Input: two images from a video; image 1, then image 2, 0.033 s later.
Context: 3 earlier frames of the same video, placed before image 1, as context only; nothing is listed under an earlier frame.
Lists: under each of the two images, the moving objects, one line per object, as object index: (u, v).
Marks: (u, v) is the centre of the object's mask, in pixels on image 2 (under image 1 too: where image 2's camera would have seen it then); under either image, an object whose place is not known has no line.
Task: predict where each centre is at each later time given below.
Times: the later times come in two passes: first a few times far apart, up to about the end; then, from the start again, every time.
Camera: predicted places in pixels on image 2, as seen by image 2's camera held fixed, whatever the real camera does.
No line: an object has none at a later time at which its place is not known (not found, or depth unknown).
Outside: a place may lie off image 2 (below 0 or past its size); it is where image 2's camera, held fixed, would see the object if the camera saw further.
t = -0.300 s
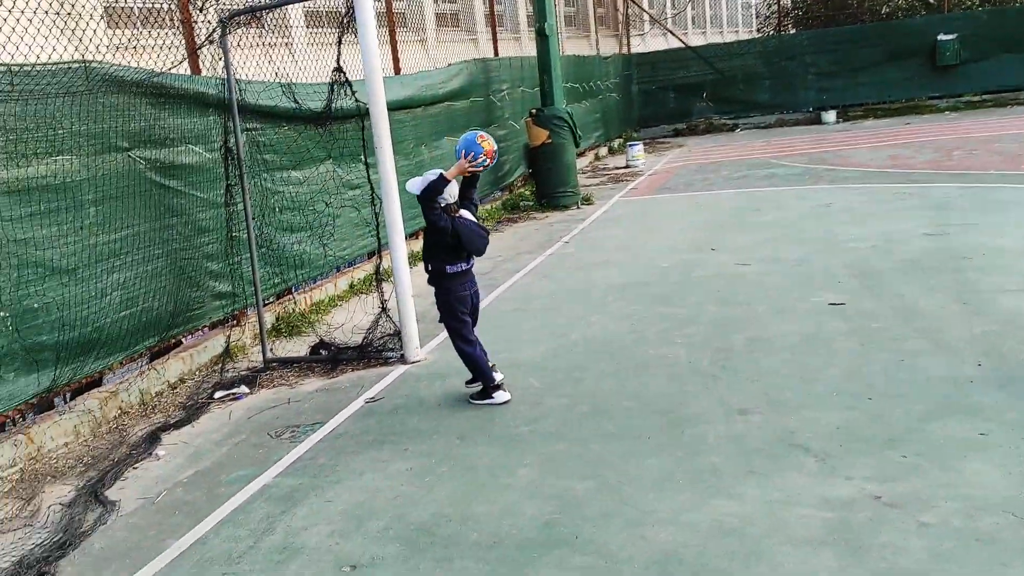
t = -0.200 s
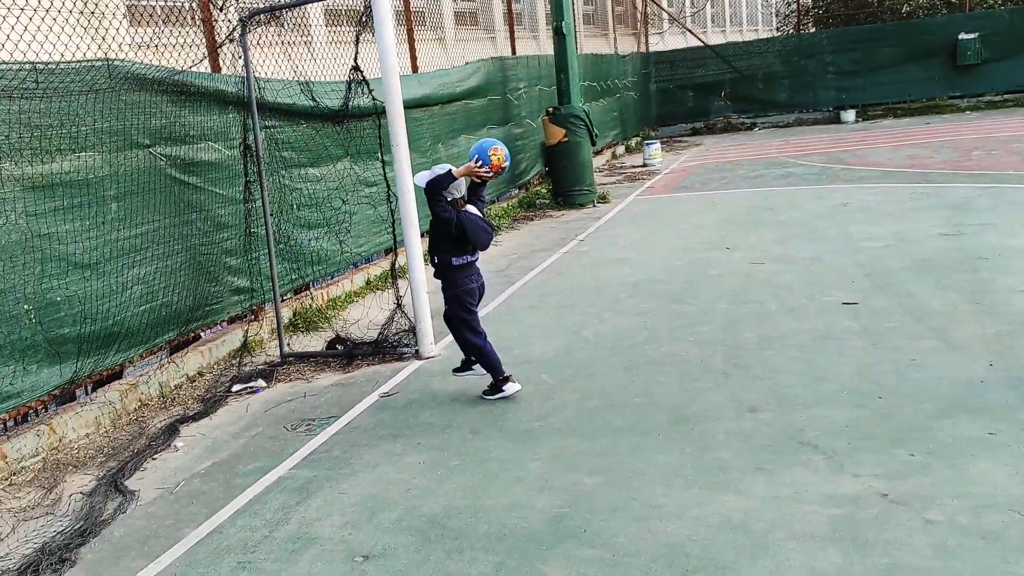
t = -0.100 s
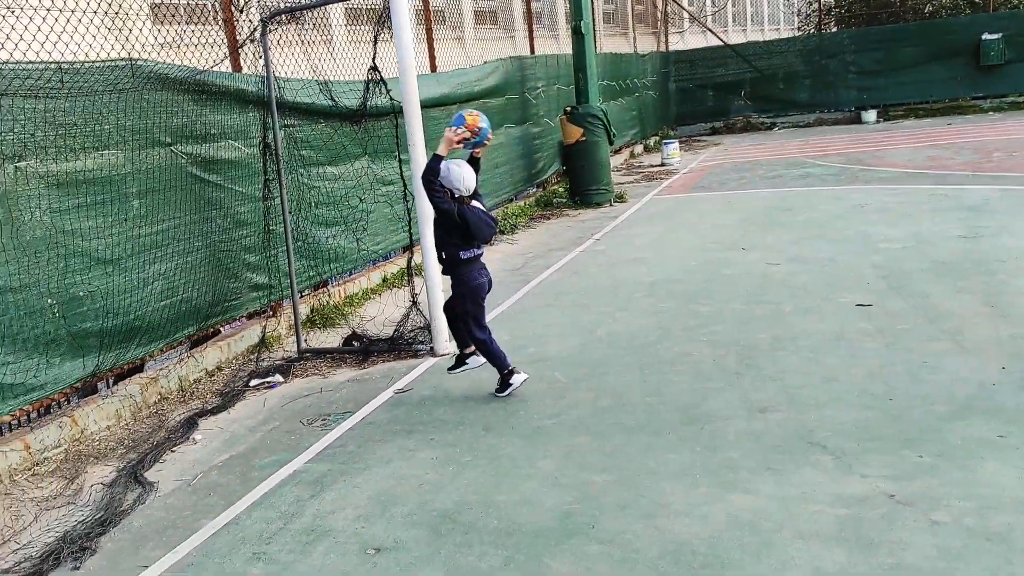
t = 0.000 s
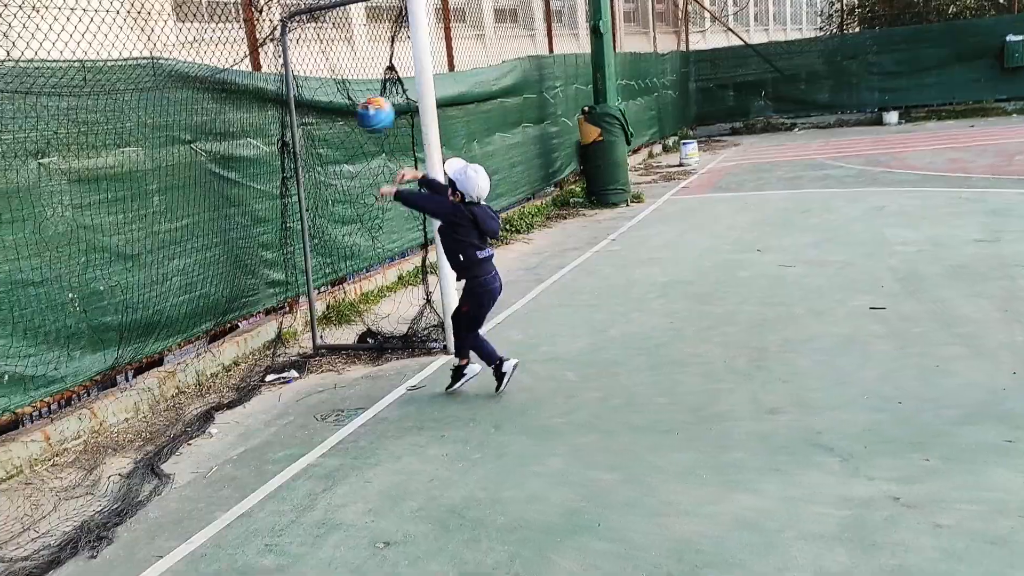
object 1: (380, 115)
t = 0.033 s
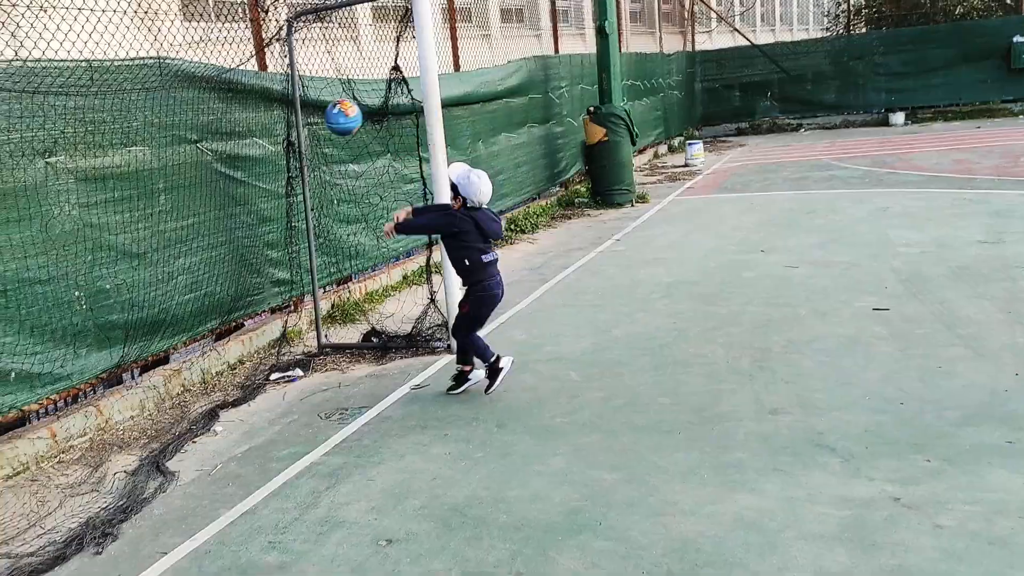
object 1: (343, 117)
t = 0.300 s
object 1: (235, 204)
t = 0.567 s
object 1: (289, 327)
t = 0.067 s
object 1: (310, 121)
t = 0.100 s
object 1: (278, 128)
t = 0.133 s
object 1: (250, 136)
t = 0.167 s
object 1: (230, 145)
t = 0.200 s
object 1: (217, 156)
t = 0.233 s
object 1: (219, 170)
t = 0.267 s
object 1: (227, 186)
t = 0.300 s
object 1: (235, 204)
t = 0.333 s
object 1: (245, 223)
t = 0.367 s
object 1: (252, 243)
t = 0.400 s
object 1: (261, 264)
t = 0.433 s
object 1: (271, 289)
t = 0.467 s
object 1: (281, 315)
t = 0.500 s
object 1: (289, 342)
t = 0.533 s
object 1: (293, 345)
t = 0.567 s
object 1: (289, 327)
